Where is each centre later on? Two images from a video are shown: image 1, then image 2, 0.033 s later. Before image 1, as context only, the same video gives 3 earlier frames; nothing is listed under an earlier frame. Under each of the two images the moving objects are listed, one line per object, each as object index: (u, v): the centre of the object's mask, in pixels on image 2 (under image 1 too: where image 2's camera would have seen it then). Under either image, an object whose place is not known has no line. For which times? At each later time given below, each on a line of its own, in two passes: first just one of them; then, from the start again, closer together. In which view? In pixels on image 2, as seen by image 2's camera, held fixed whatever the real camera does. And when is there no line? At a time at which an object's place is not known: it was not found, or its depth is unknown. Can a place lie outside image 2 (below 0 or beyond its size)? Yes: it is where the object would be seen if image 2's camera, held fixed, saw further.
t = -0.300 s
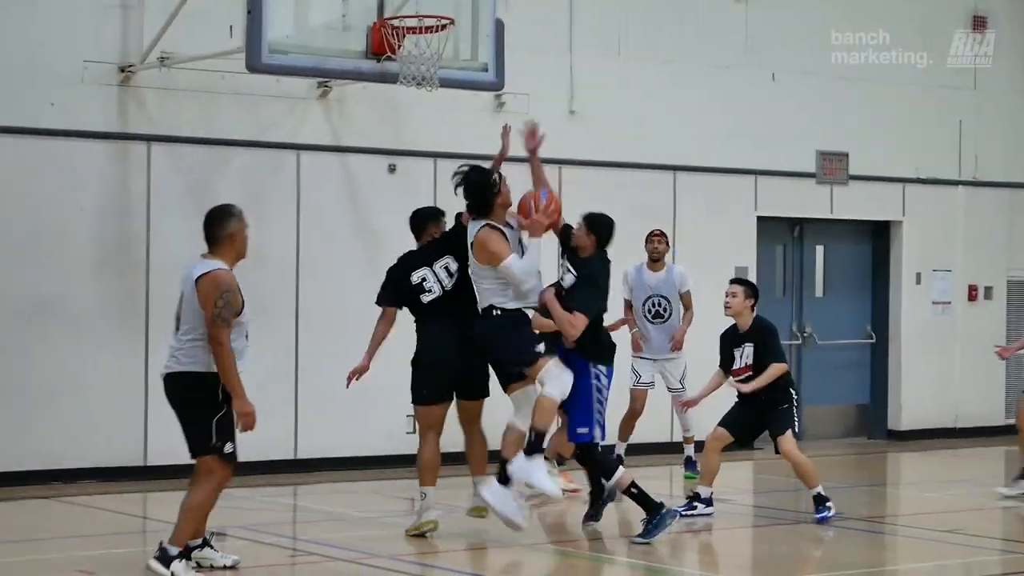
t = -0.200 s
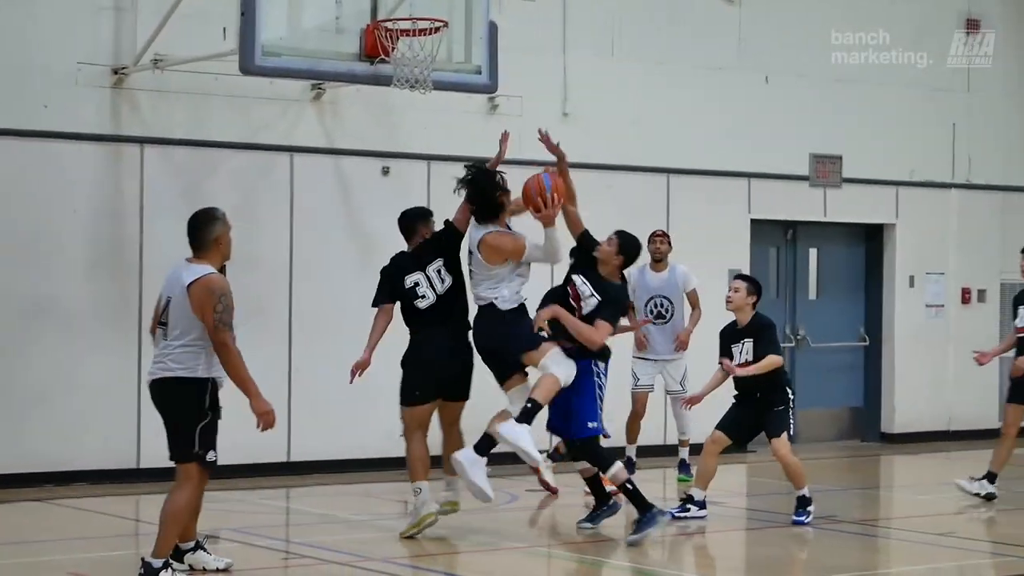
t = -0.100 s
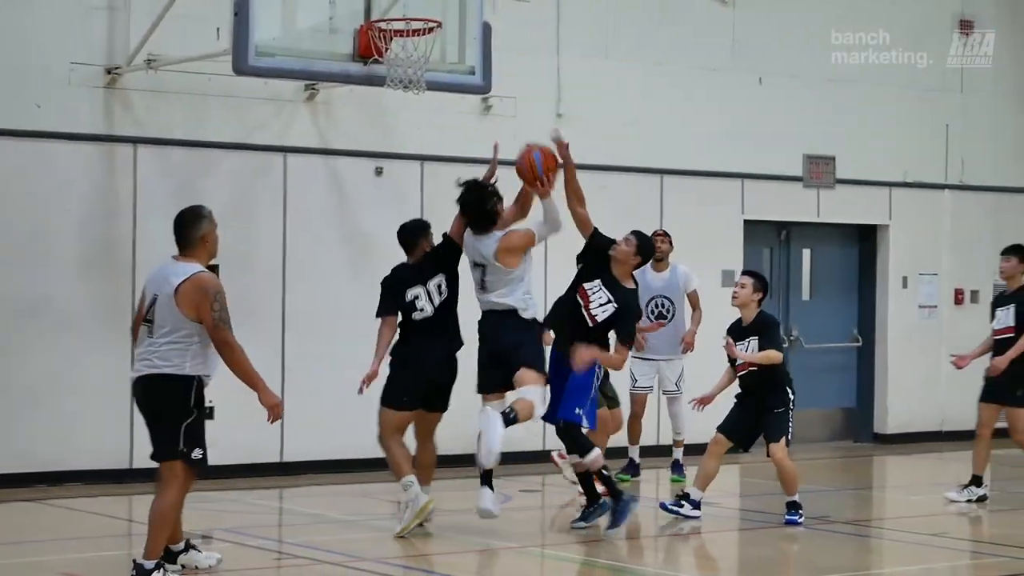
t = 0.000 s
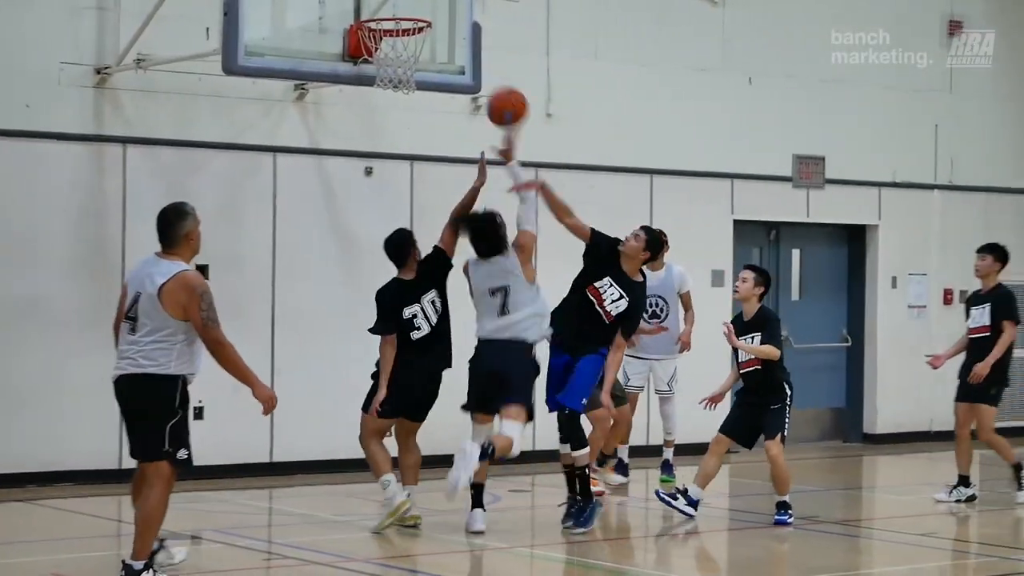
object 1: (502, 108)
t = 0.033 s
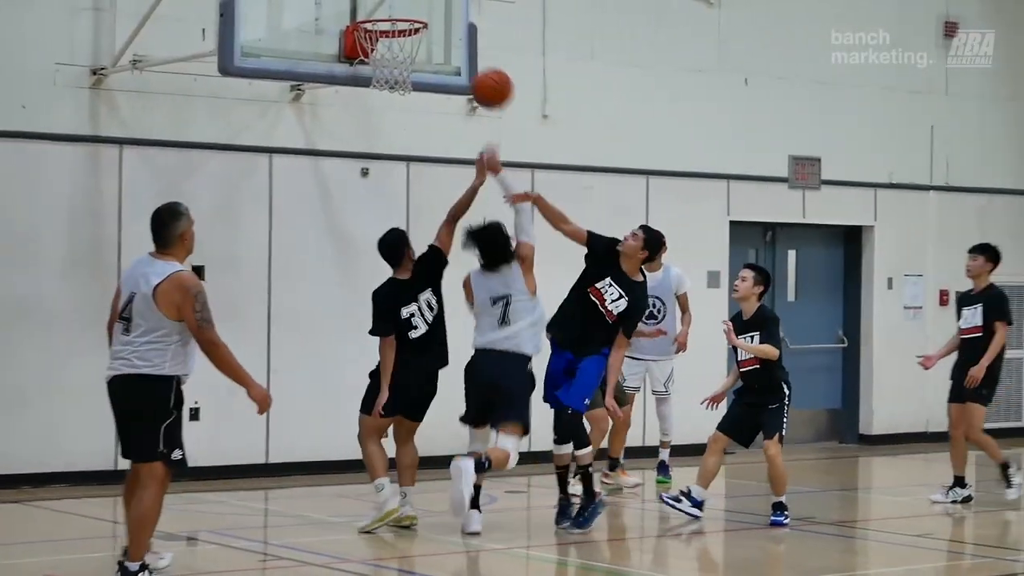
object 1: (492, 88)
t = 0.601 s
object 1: (395, -16)
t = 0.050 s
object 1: (487, 79)
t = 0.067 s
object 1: (482, 70)
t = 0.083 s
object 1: (476, 62)
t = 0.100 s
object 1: (471, 55)
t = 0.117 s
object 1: (466, 48)
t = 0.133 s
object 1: (462, 41)
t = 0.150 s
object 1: (455, 35)
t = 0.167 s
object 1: (450, 30)
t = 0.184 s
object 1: (445, 25)
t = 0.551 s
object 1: (396, -21)
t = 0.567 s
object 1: (396, -20)
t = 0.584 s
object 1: (395, -18)
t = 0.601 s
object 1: (395, -16)
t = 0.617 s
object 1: (394, -14)
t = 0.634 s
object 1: (393, -11)
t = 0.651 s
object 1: (393, -7)
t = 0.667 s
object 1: (392, -4)
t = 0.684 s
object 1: (392, 0)
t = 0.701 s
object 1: (391, 4)
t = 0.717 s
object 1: (390, 7)
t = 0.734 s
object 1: (391, 17)
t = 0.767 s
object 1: (389, 29)
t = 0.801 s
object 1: (388, 44)
